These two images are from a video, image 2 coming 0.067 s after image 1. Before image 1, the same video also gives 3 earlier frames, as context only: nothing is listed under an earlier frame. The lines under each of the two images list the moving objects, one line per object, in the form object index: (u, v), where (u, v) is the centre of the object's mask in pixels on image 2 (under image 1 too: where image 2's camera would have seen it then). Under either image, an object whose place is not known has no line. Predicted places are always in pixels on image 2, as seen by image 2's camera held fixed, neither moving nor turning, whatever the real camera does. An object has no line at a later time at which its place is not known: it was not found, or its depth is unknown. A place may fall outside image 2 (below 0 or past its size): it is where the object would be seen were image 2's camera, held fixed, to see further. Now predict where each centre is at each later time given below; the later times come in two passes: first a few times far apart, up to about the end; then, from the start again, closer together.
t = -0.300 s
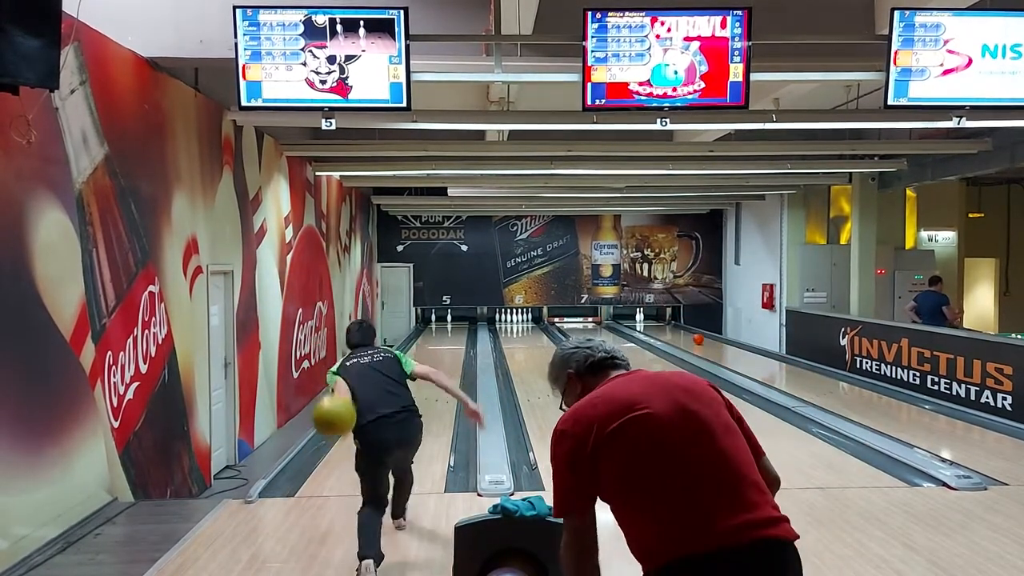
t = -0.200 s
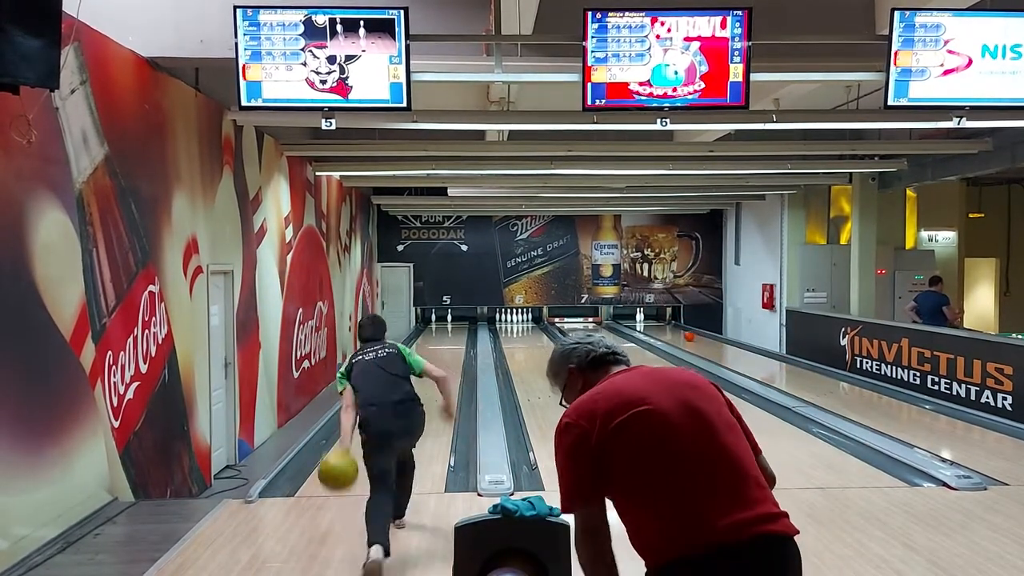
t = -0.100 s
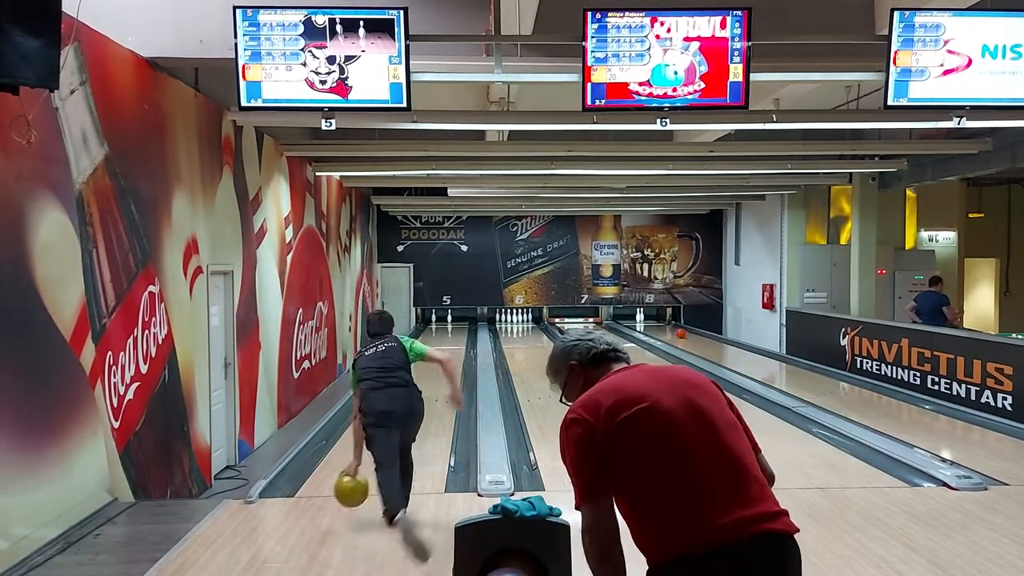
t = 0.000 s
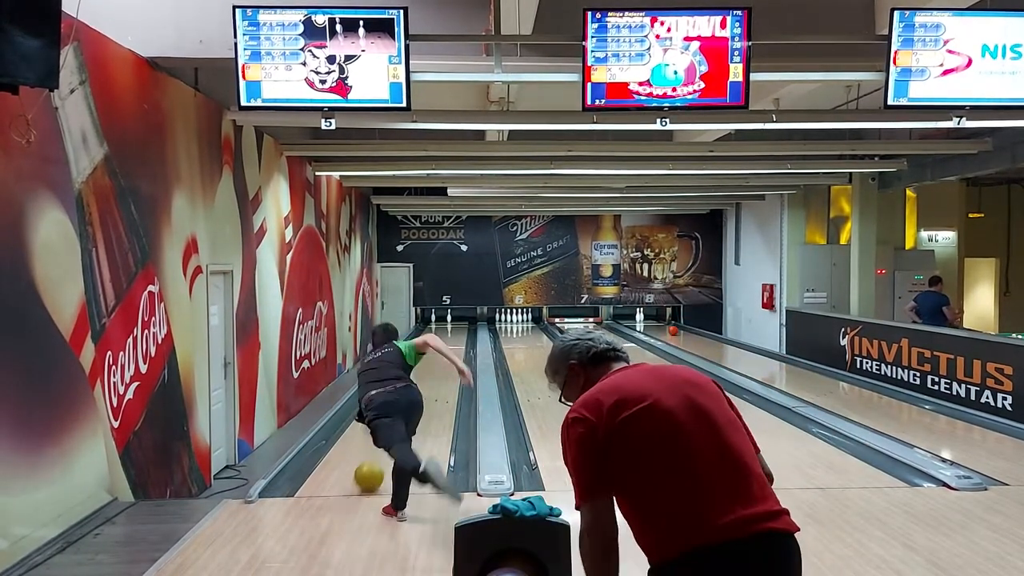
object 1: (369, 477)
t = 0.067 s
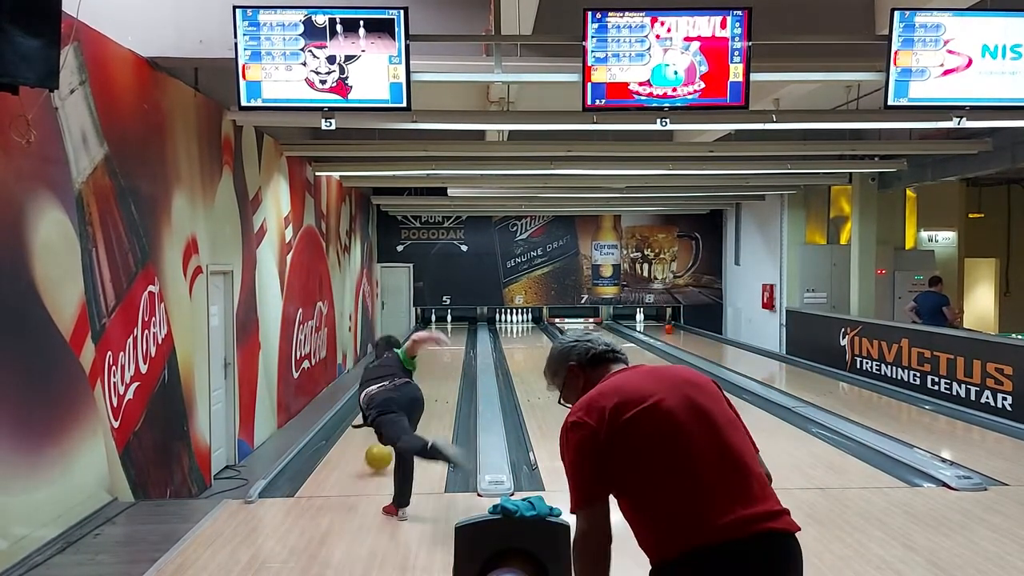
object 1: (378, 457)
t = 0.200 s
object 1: (389, 441)
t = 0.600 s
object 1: (428, 381)
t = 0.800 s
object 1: (429, 372)
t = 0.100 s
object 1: (381, 452)
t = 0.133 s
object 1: (384, 448)
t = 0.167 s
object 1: (386, 444)
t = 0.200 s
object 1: (389, 441)
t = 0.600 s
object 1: (428, 381)
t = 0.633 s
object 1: (429, 380)
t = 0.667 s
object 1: (430, 379)
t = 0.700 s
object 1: (429, 375)
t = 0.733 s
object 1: (430, 373)
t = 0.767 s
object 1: (429, 373)
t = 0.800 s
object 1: (429, 372)
